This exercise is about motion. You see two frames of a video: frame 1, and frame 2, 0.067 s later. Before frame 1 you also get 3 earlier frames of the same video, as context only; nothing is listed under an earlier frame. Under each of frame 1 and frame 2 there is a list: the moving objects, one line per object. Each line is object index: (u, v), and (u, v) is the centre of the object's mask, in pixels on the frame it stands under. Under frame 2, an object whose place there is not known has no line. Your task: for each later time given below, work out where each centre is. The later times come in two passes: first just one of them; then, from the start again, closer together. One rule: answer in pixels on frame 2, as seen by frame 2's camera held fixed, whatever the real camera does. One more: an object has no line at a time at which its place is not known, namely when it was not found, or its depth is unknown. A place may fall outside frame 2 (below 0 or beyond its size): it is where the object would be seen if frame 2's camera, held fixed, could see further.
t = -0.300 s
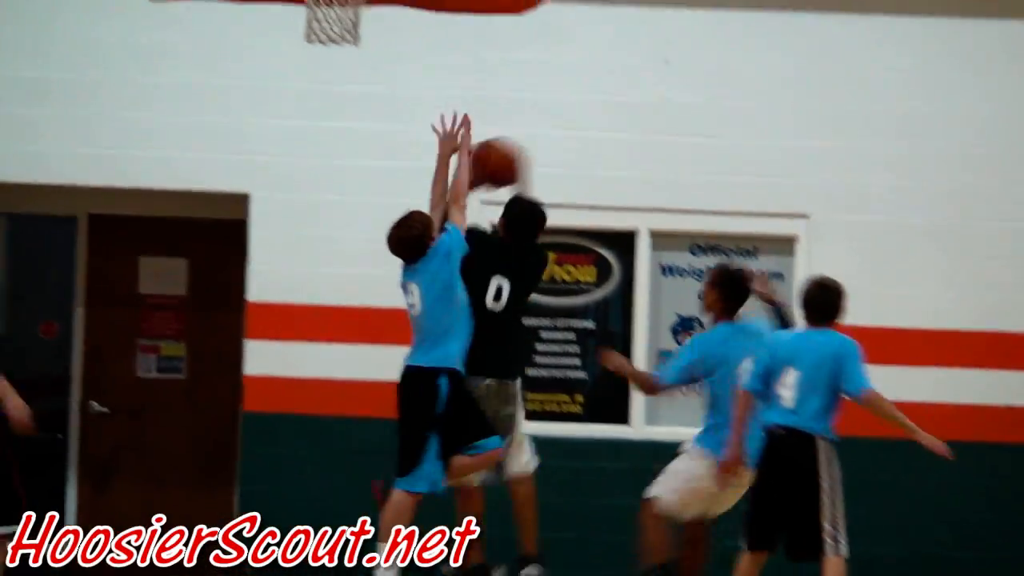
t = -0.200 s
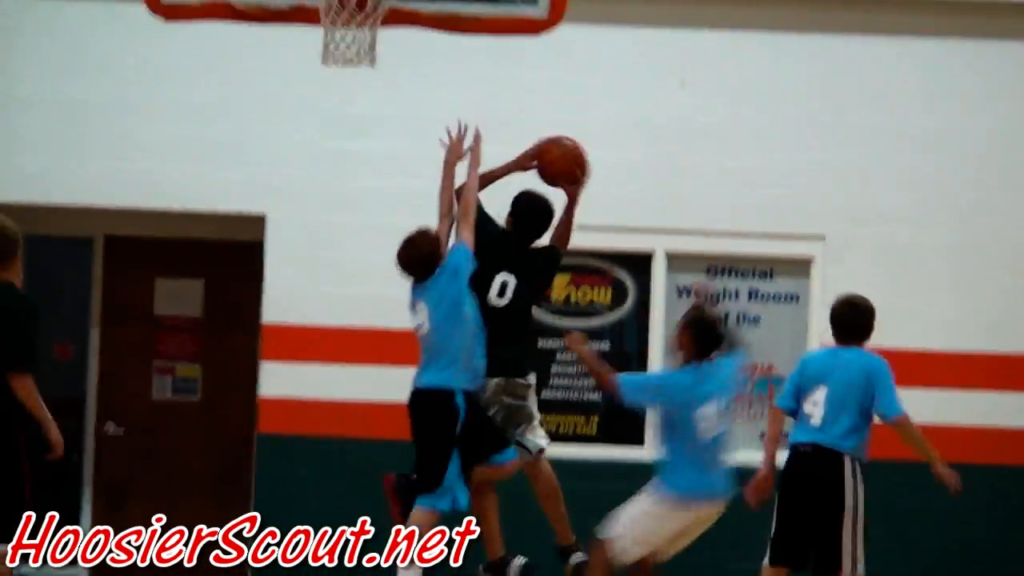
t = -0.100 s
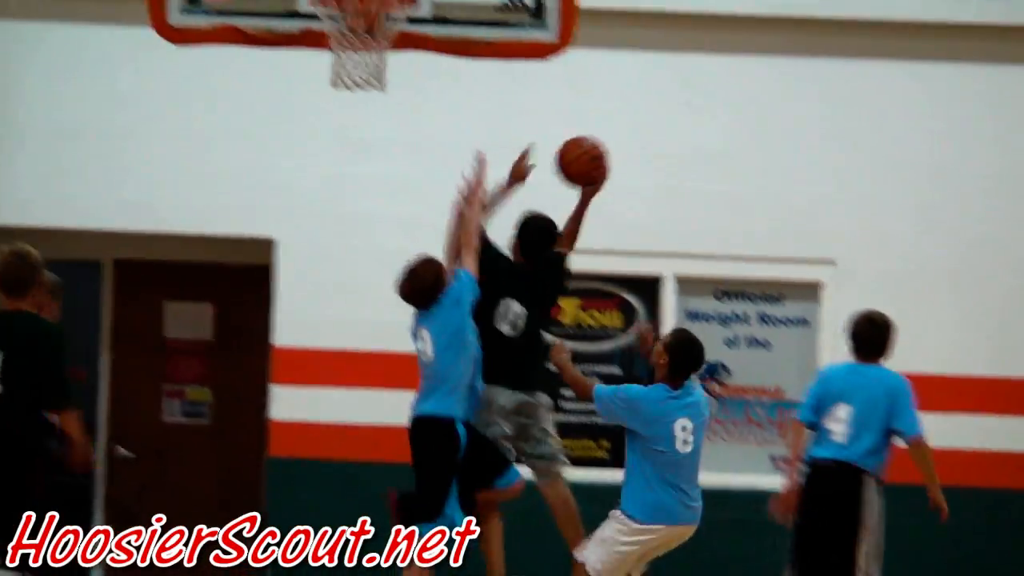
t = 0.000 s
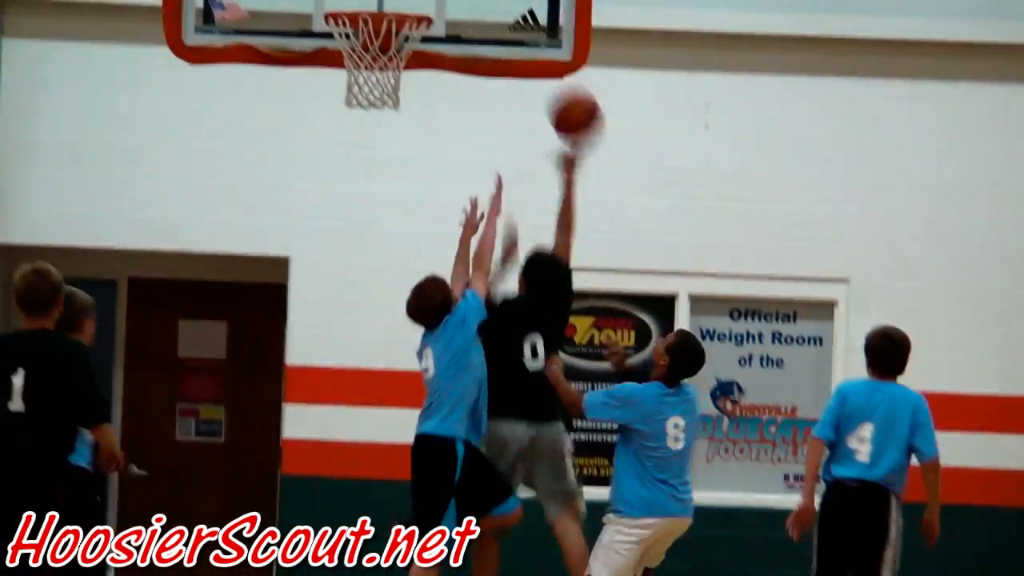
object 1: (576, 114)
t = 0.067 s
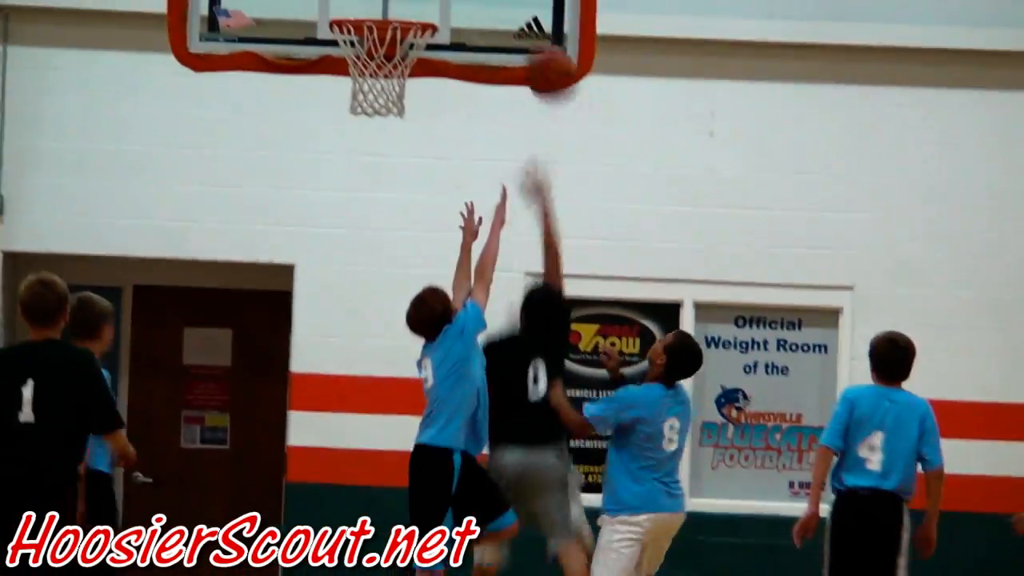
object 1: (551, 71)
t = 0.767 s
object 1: (557, 115)
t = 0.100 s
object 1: (534, 51)
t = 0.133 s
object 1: (519, 32)
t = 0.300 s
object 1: (464, 7)
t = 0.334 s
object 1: (454, 11)
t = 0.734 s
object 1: (549, 93)
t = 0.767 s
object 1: (557, 115)
